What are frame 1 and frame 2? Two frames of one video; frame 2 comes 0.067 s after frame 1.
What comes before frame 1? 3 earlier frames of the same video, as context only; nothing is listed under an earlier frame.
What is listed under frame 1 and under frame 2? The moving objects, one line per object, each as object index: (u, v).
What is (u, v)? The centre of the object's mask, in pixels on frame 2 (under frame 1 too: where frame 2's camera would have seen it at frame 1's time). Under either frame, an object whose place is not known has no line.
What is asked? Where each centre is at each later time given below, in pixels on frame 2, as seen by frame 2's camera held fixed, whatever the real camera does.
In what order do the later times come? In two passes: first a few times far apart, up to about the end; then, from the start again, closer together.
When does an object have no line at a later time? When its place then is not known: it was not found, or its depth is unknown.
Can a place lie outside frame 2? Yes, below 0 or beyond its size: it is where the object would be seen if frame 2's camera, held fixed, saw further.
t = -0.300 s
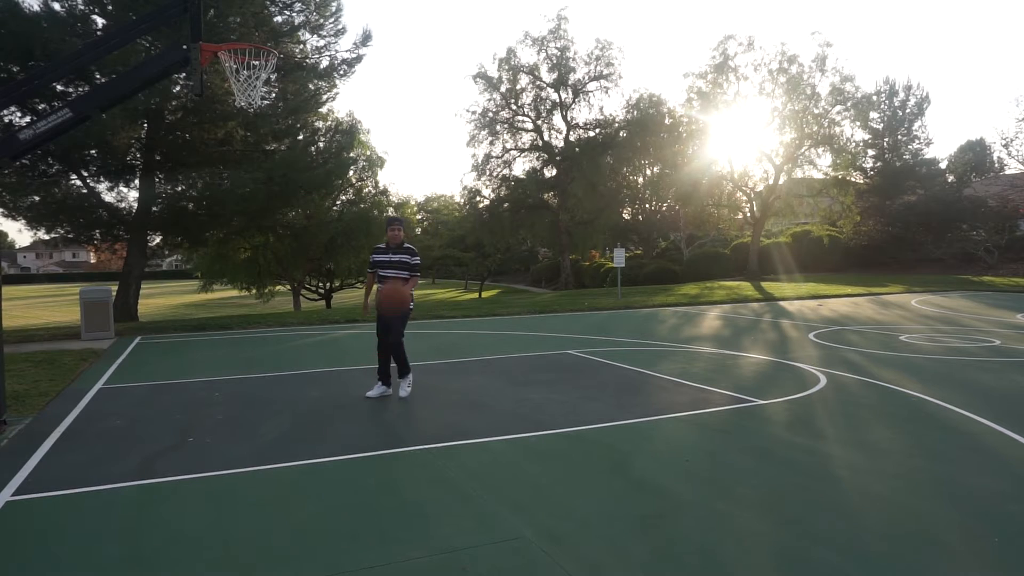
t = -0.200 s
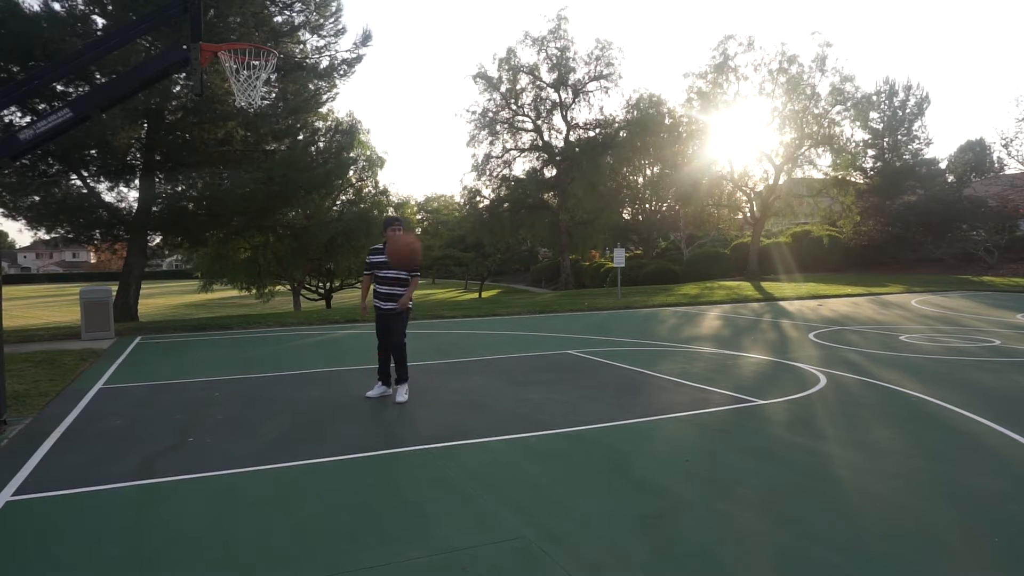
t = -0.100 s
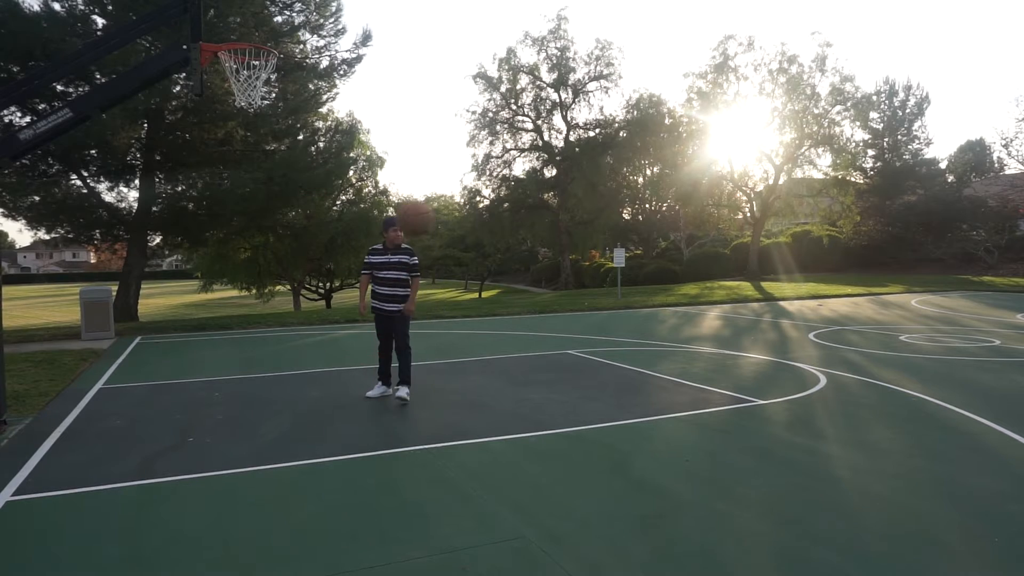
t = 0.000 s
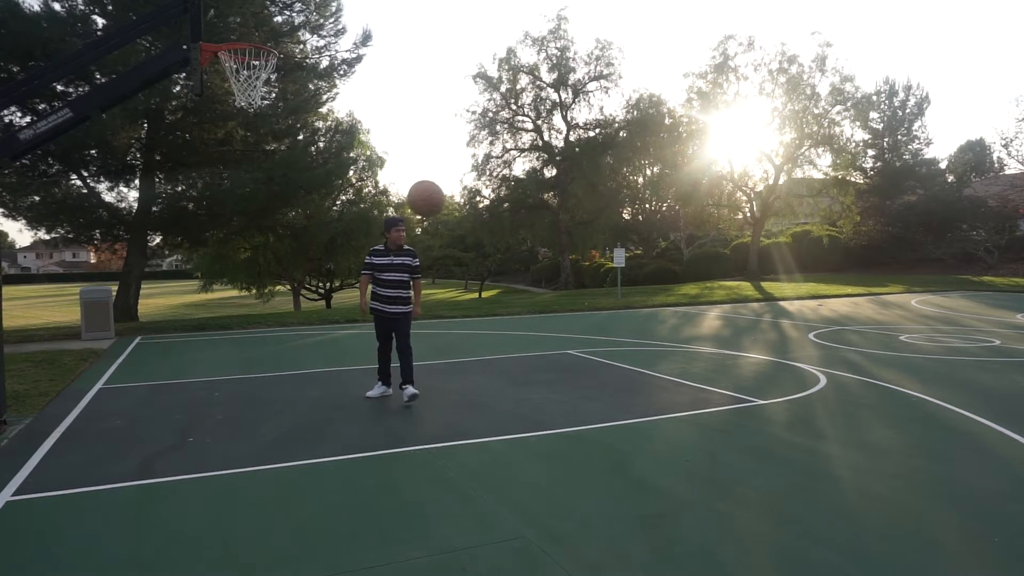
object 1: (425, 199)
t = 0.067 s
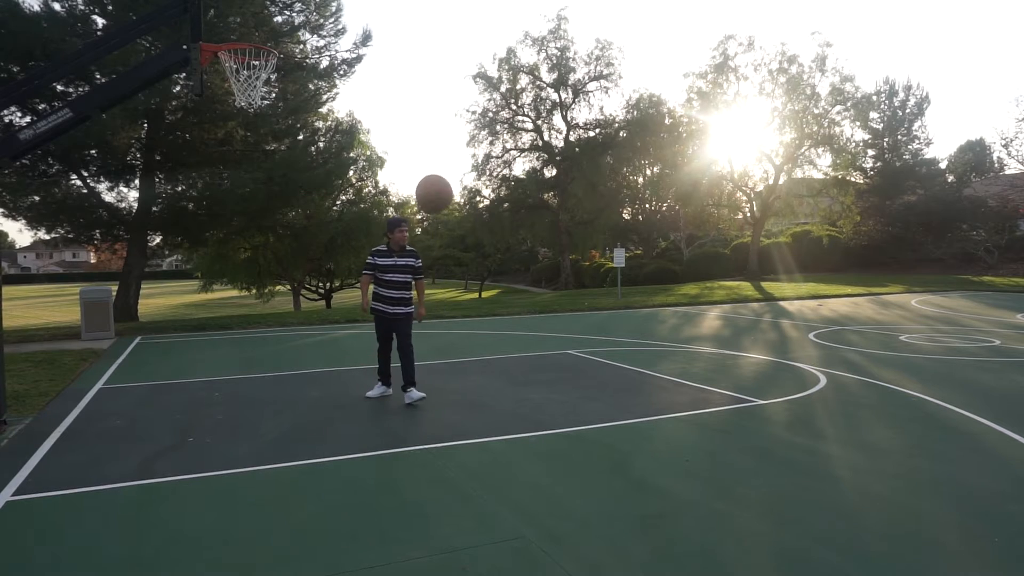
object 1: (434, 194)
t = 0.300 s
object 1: (465, 232)
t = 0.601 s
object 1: (507, 419)
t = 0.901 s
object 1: (556, 340)
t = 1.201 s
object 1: (615, 318)
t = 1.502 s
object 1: (677, 469)
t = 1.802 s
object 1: (741, 400)
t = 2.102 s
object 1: (808, 451)
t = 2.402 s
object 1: (880, 466)
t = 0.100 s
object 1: (437, 194)
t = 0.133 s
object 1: (442, 196)
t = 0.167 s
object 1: (446, 199)
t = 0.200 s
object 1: (451, 204)
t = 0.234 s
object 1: (456, 212)
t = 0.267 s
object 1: (462, 221)
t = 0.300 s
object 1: (465, 232)
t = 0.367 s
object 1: (475, 257)
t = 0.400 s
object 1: (478, 273)
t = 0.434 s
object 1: (483, 293)
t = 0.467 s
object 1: (489, 317)
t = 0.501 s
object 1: (492, 339)
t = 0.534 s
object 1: (497, 363)
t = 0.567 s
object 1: (502, 391)
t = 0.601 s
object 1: (507, 419)
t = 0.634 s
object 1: (512, 452)
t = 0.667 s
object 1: (517, 456)
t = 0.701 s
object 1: (523, 434)
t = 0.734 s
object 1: (528, 414)
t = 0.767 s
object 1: (533, 396)
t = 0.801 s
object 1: (539, 380)
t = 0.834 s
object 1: (544, 365)
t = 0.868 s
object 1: (550, 352)
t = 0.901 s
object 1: (556, 340)
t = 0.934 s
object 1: (562, 330)
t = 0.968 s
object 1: (568, 321)
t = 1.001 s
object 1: (575, 314)
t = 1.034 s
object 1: (582, 310)
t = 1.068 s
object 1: (588, 308)
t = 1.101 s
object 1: (594, 307)
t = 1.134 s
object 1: (601, 309)
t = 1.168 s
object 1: (608, 312)
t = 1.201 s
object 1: (615, 318)
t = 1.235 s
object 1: (621, 326)
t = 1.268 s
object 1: (628, 336)
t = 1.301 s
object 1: (635, 348)
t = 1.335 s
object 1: (642, 362)
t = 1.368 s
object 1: (649, 379)
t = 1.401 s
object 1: (655, 397)
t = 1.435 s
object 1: (663, 419)
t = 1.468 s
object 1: (670, 443)
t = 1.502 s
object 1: (677, 469)
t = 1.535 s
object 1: (684, 496)
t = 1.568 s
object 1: (691, 482)
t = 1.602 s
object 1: (698, 465)
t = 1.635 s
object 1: (705, 450)
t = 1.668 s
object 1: (713, 436)
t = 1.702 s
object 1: (719, 424)
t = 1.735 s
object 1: (726, 415)
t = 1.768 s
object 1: (733, 406)
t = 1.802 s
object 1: (741, 400)
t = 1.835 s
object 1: (748, 397)
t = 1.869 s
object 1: (755, 395)
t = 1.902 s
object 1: (762, 396)
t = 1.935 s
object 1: (770, 399)
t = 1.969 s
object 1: (778, 404)
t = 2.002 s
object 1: (785, 412)
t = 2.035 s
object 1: (793, 423)
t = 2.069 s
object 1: (800, 436)
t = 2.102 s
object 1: (808, 451)
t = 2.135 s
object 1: (816, 469)
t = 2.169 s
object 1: (824, 490)
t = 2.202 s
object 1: (831, 513)
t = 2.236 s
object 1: (839, 529)
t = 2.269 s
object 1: (848, 509)
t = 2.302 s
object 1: (856, 495)
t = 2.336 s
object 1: (864, 483)
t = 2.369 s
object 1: (873, 473)
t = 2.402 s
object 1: (880, 466)
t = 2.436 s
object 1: (889, 460)
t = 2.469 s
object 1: (897, 458)
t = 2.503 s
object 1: (906, 457)
